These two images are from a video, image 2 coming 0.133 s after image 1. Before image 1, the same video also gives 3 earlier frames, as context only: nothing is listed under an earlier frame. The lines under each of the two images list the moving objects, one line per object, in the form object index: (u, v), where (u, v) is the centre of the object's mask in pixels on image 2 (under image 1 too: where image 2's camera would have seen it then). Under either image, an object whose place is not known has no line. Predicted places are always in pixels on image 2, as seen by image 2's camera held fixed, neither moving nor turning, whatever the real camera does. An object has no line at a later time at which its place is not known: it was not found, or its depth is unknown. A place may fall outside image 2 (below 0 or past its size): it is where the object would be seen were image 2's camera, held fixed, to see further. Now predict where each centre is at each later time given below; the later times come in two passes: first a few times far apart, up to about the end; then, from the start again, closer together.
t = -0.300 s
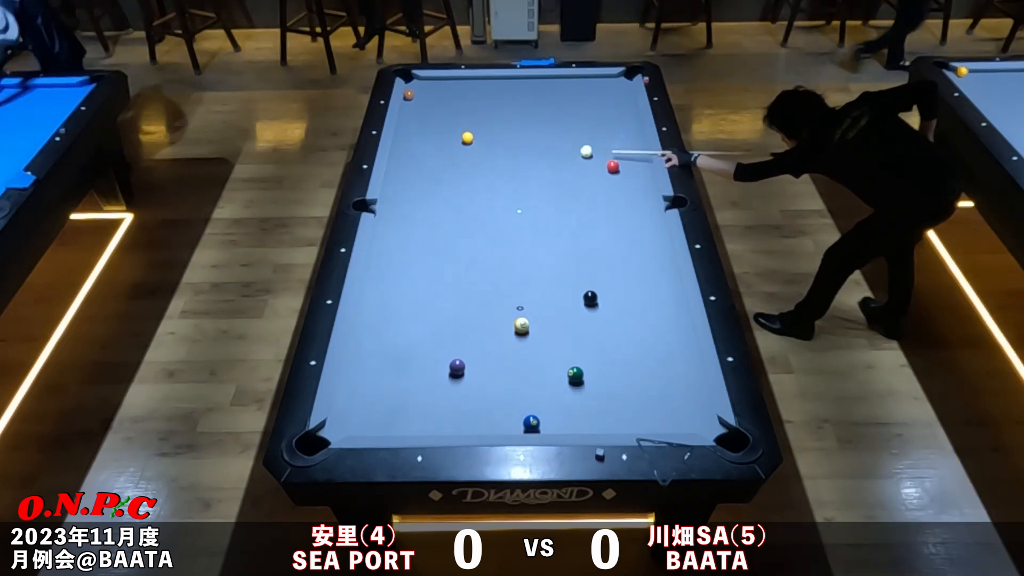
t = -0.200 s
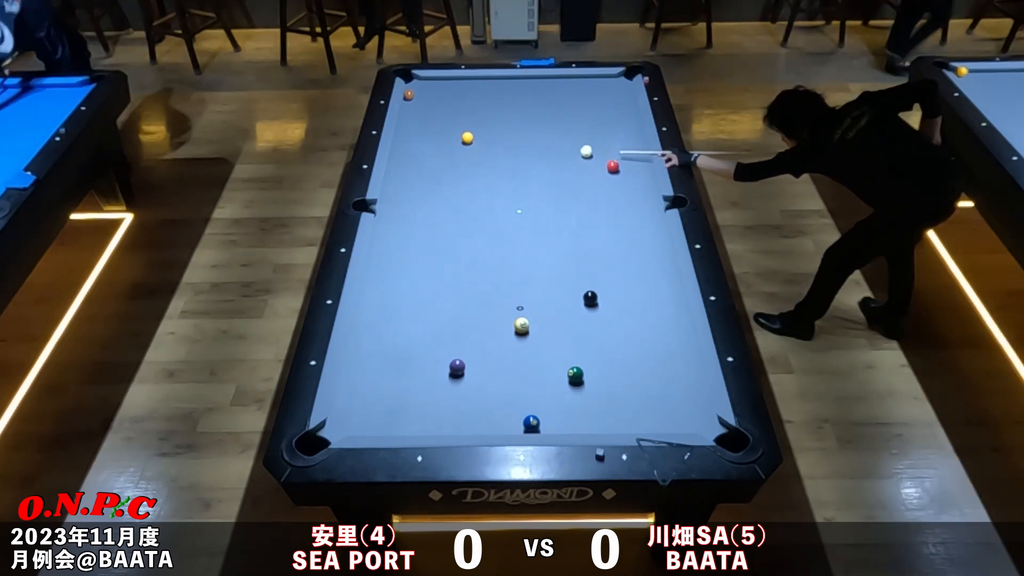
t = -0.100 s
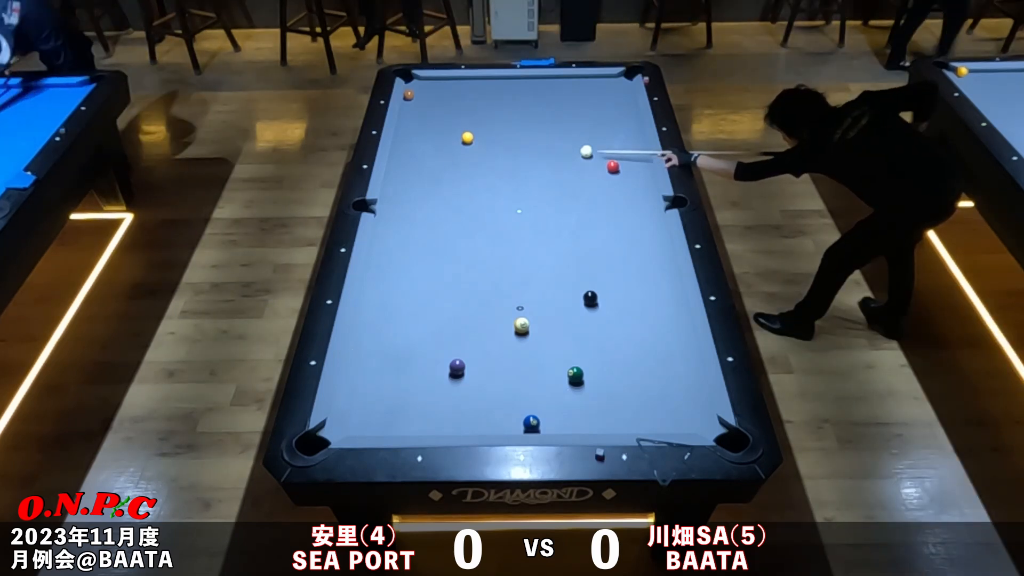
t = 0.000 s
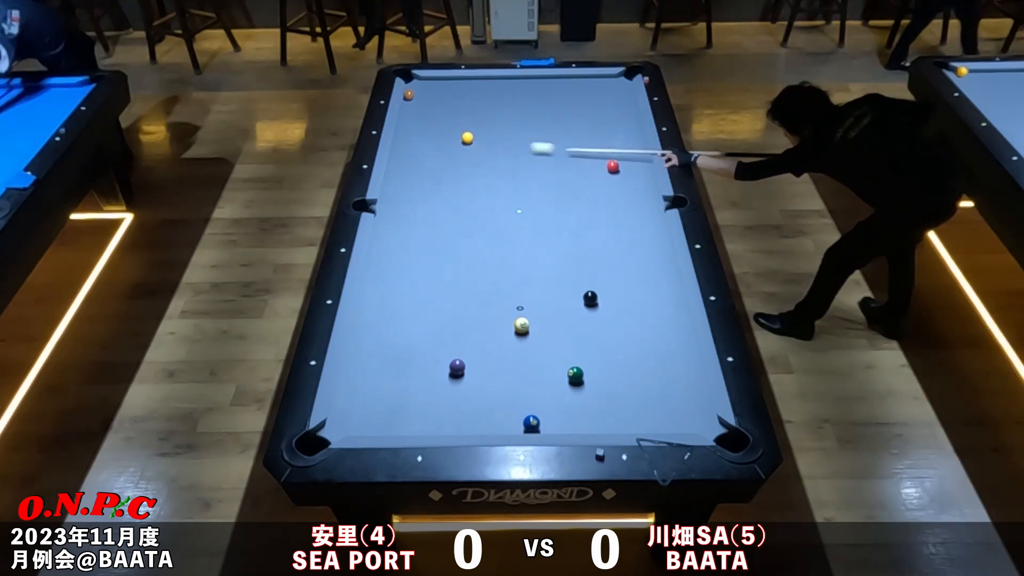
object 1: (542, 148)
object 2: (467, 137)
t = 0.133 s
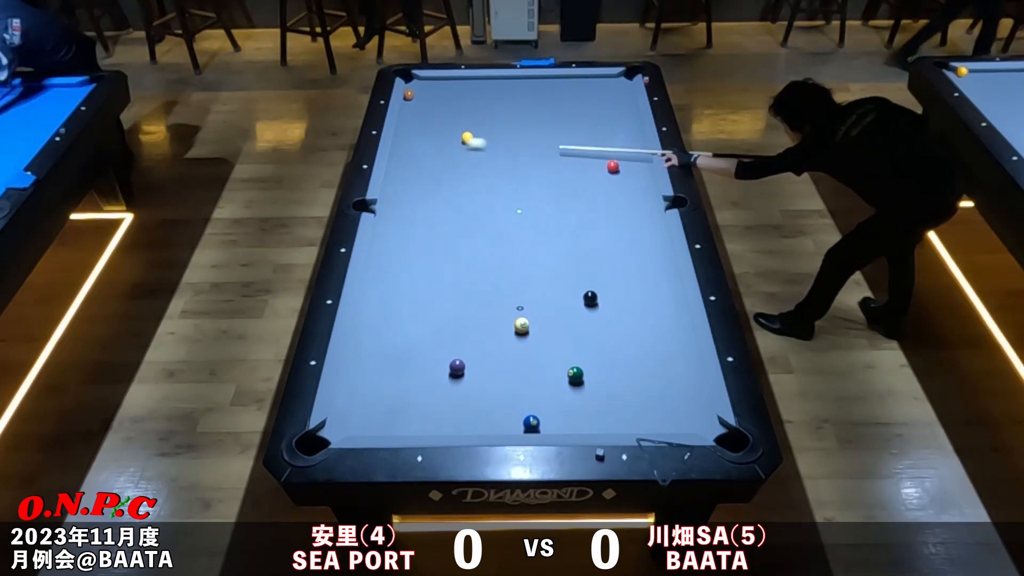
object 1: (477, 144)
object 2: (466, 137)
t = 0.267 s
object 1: (427, 152)
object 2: (455, 125)
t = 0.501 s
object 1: (425, 164)
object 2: (439, 108)
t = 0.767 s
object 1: (480, 174)
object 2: (422, 91)
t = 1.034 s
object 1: (535, 186)
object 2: (407, 76)
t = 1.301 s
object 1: (591, 197)
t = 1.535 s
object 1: (641, 207)
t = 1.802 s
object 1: (655, 198)
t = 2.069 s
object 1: (648, 181)
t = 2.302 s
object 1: (643, 168)
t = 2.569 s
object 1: (637, 154)
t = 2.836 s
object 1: (632, 142)
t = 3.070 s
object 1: (628, 132)
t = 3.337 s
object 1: (624, 122)
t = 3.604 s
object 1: (621, 112)
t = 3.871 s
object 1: (618, 104)
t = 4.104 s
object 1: (615, 98)
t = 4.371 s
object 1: (611, 91)
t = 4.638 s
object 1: (609, 85)
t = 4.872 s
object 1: (606, 80)
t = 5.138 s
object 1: (604, 77)
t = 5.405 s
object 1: (604, 80)
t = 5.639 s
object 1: (604, 81)
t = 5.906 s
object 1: (604, 82)
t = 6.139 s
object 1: (603, 83)
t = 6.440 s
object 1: (603, 84)
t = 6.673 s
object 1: (603, 84)
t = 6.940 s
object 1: (603, 84)
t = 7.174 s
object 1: (603, 84)
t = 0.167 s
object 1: (463, 146)
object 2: (464, 134)
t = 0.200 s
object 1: (451, 148)
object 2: (461, 131)
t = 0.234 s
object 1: (440, 150)
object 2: (458, 128)
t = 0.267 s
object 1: (427, 152)
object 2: (455, 125)
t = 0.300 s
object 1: (415, 154)
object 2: (453, 122)
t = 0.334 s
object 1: (403, 156)
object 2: (450, 120)
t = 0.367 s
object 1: (395, 158)
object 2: (448, 117)
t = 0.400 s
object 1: (402, 159)
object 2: (446, 115)
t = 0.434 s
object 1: (411, 161)
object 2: (443, 113)
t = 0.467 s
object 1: (418, 162)
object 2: (441, 110)
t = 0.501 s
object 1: (425, 164)
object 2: (439, 108)
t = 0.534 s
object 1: (432, 165)
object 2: (437, 106)
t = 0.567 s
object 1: (439, 166)
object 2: (434, 103)
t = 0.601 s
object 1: (445, 168)
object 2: (432, 101)
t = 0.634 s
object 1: (452, 169)
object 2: (430, 99)
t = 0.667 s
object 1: (459, 170)
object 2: (428, 97)
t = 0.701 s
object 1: (466, 172)
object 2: (426, 95)
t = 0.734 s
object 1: (473, 173)
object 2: (424, 93)
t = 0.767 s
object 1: (480, 174)
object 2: (422, 91)
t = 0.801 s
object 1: (486, 176)
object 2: (420, 88)
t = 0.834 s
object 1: (493, 177)
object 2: (418, 87)
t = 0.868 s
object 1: (500, 179)
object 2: (416, 84)
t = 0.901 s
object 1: (507, 180)
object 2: (414, 82)
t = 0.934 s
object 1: (514, 181)
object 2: (412, 80)
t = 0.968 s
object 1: (521, 183)
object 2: (410, 79)
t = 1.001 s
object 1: (528, 184)
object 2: (408, 77)
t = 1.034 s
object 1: (535, 186)
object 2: (407, 76)
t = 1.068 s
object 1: (542, 187)
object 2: (406, 77)
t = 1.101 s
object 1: (549, 188)
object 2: (405, 79)
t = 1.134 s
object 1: (556, 190)
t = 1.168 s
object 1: (563, 191)
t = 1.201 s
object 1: (570, 193)
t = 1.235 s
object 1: (577, 194)
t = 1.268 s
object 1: (584, 195)
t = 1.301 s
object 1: (591, 197)
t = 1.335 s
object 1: (598, 198)
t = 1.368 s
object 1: (605, 200)
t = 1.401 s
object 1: (612, 201)
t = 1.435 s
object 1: (619, 203)
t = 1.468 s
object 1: (626, 204)
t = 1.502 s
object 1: (634, 206)
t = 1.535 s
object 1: (641, 207)
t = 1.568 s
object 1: (648, 209)
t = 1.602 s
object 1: (656, 210)
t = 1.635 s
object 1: (660, 210)
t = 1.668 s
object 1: (659, 207)
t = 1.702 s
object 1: (658, 205)
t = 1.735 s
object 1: (657, 203)
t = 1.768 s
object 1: (656, 200)
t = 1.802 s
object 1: (655, 198)
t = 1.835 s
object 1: (654, 196)
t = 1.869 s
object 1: (653, 194)
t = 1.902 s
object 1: (652, 192)
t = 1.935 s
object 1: (651, 190)
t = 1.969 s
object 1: (651, 188)
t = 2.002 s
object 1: (650, 186)
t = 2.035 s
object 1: (649, 184)
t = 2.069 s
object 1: (648, 181)
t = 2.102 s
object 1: (647, 179)
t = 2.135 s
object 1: (647, 178)
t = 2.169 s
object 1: (646, 176)
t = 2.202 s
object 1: (645, 174)
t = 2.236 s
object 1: (644, 172)
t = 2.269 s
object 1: (643, 170)
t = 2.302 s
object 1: (643, 168)
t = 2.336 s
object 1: (642, 166)
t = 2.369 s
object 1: (641, 165)
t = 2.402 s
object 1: (640, 163)
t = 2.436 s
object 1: (640, 161)
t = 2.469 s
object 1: (639, 159)
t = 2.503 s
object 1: (638, 158)
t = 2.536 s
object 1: (638, 156)
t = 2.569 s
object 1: (637, 154)
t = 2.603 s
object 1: (636, 153)
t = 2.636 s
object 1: (636, 151)
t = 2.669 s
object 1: (635, 150)
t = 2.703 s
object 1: (634, 148)
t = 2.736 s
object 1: (634, 146)
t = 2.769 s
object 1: (633, 145)
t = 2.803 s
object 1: (633, 143)
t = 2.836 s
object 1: (632, 142)
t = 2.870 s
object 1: (632, 140)
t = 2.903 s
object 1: (631, 139)
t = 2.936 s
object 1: (630, 138)
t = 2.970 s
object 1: (630, 136)
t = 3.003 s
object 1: (629, 135)
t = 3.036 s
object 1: (629, 133)
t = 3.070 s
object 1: (628, 132)
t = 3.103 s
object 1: (628, 131)
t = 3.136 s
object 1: (627, 129)
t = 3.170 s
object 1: (627, 128)
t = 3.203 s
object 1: (626, 127)
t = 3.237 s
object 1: (626, 125)
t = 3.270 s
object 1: (625, 124)
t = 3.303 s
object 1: (625, 123)
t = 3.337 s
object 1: (624, 122)
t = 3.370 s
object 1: (624, 121)
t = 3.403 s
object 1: (623, 119)
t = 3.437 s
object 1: (623, 118)
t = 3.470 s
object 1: (622, 117)
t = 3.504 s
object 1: (622, 116)
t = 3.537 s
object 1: (622, 115)
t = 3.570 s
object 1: (621, 114)
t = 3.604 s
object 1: (621, 112)
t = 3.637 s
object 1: (620, 111)
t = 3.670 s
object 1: (620, 110)
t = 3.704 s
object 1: (619, 109)
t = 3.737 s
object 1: (619, 108)
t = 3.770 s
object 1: (619, 107)
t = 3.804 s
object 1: (618, 106)
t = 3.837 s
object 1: (618, 105)
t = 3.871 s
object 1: (618, 104)
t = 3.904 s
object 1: (617, 103)
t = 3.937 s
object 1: (617, 102)
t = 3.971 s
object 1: (616, 101)
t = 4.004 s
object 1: (616, 100)
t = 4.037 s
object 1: (615, 99)
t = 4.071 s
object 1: (615, 99)
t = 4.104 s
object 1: (615, 98)
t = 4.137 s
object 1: (614, 97)
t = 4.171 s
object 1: (614, 96)
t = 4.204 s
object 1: (613, 95)
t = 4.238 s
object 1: (613, 94)
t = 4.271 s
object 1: (613, 94)
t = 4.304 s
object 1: (612, 93)
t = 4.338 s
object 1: (612, 92)
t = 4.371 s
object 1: (611, 91)
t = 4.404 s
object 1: (611, 90)
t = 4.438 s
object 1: (611, 90)
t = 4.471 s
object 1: (610, 89)
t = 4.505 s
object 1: (610, 88)
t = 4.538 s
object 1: (610, 87)
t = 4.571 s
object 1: (609, 87)
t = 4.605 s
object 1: (609, 86)
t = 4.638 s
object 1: (609, 85)
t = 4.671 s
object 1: (608, 84)
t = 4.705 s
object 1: (608, 84)
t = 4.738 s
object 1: (607, 83)
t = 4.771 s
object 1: (607, 82)
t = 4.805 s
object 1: (607, 82)
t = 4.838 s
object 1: (606, 81)
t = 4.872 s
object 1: (606, 80)
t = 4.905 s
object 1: (606, 80)
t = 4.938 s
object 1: (605, 79)
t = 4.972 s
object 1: (605, 78)
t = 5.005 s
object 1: (605, 78)
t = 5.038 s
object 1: (605, 77)
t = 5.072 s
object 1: (604, 77)
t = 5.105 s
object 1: (604, 77)
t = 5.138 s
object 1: (604, 77)
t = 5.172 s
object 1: (605, 77)
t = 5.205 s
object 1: (604, 78)
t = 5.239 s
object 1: (604, 78)
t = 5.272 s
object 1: (604, 78)
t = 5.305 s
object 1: (604, 79)
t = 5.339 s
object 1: (604, 79)
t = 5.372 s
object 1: (604, 79)
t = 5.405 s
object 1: (604, 80)
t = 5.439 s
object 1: (604, 80)
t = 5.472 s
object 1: (604, 80)
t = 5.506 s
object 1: (604, 80)
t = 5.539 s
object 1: (604, 81)
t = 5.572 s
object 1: (604, 81)
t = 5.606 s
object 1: (604, 81)
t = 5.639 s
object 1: (604, 81)
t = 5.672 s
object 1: (604, 82)
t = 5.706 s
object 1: (604, 82)
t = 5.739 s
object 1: (604, 82)
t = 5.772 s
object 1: (604, 82)
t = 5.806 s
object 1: (604, 82)
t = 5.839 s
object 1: (604, 82)
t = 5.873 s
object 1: (604, 82)
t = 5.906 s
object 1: (604, 82)
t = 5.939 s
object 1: (604, 83)
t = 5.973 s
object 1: (604, 83)
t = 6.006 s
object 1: (603, 83)
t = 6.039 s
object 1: (603, 83)
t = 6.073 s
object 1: (603, 83)
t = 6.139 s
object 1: (603, 83)
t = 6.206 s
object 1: (603, 84)
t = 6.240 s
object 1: (603, 84)
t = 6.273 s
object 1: (603, 84)
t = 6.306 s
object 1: (603, 84)
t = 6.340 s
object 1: (603, 84)
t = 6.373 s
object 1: (603, 84)
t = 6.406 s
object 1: (603, 84)
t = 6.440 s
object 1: (603, 84)
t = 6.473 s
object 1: (603, 84)
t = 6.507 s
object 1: (603, 84)
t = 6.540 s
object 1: (603, 84)
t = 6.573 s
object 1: (603, 84)
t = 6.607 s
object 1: (603, 84)
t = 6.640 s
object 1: (603, 84)
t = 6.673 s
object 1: (603, 84)
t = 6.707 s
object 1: (603, 84)
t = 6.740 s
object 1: (603, 84)
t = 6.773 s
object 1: (603, 84)
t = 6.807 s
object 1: (603, 84)
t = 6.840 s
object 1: (603, 84)
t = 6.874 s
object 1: (603, 84)
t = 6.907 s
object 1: (603, 84)
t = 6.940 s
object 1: (603, 84)
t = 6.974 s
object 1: (603, 84)
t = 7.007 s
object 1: (603, 84)
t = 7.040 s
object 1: (603, 84)
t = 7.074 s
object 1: (603, 84)
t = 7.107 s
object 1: (603, 84)
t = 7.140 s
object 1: (603, 84)
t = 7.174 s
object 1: (603, 84)
